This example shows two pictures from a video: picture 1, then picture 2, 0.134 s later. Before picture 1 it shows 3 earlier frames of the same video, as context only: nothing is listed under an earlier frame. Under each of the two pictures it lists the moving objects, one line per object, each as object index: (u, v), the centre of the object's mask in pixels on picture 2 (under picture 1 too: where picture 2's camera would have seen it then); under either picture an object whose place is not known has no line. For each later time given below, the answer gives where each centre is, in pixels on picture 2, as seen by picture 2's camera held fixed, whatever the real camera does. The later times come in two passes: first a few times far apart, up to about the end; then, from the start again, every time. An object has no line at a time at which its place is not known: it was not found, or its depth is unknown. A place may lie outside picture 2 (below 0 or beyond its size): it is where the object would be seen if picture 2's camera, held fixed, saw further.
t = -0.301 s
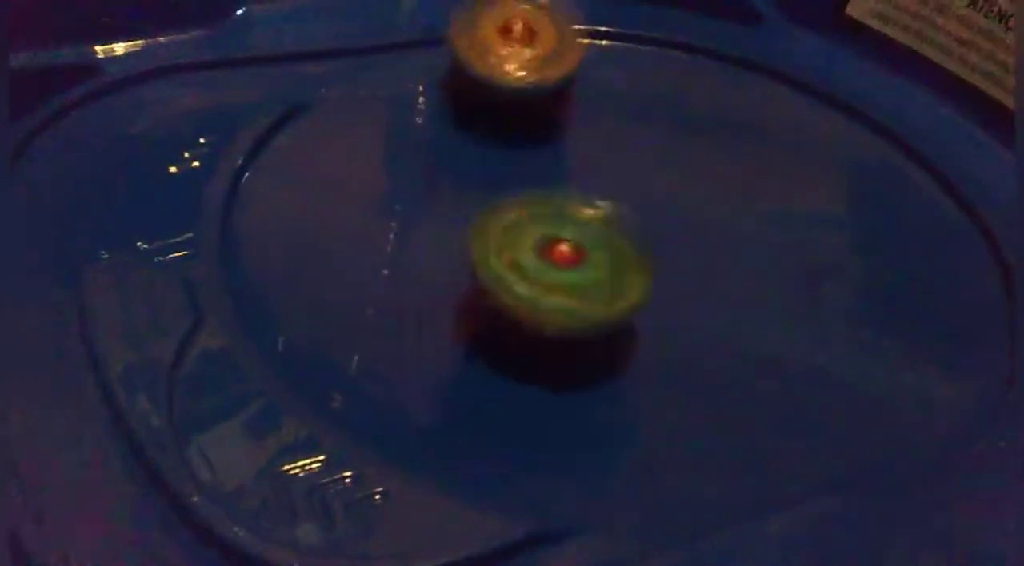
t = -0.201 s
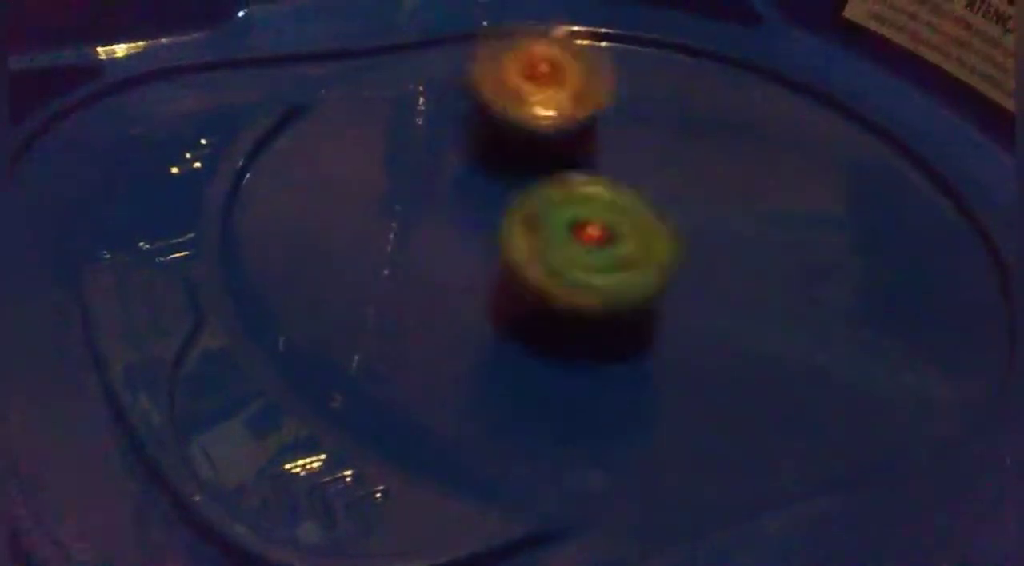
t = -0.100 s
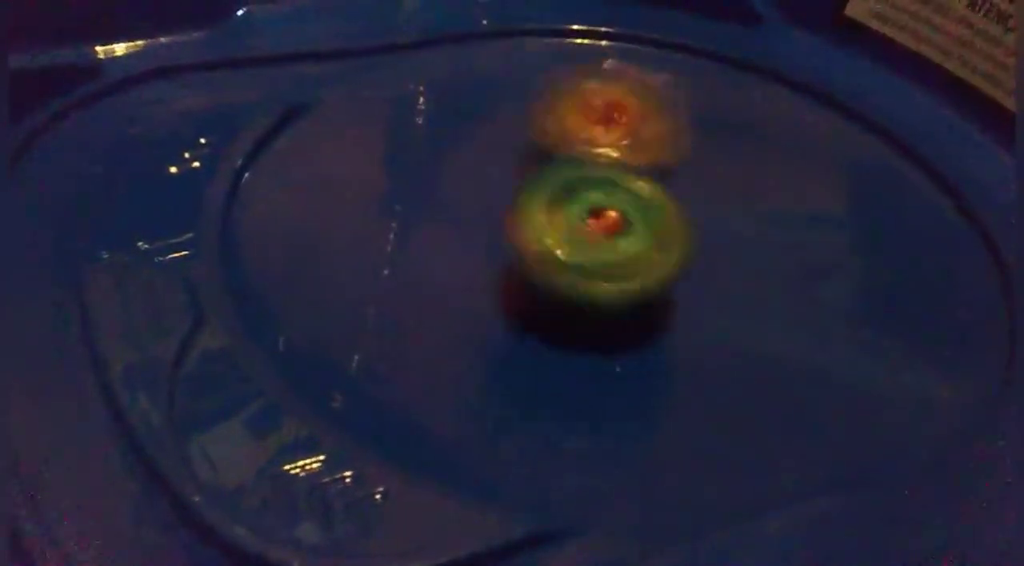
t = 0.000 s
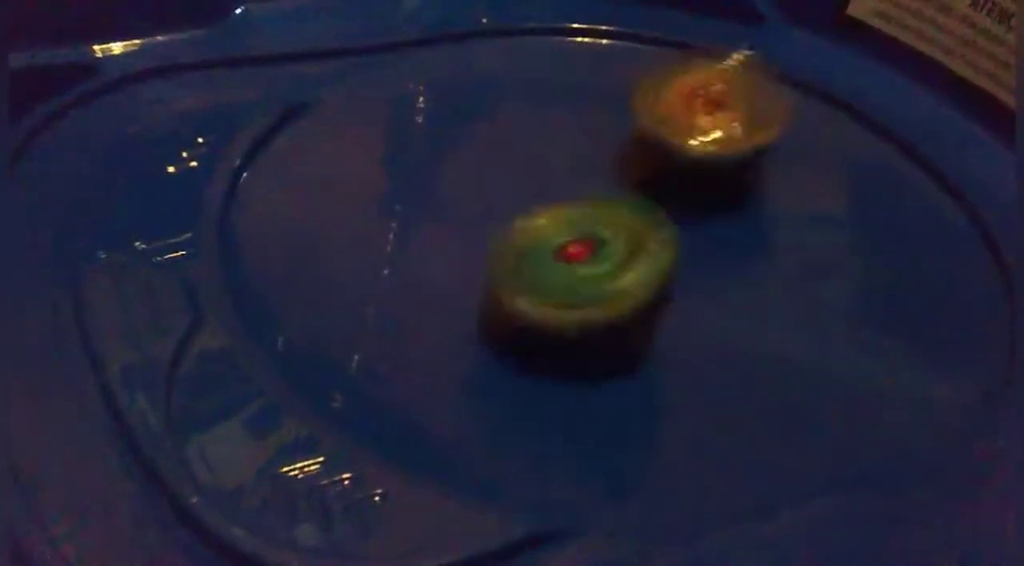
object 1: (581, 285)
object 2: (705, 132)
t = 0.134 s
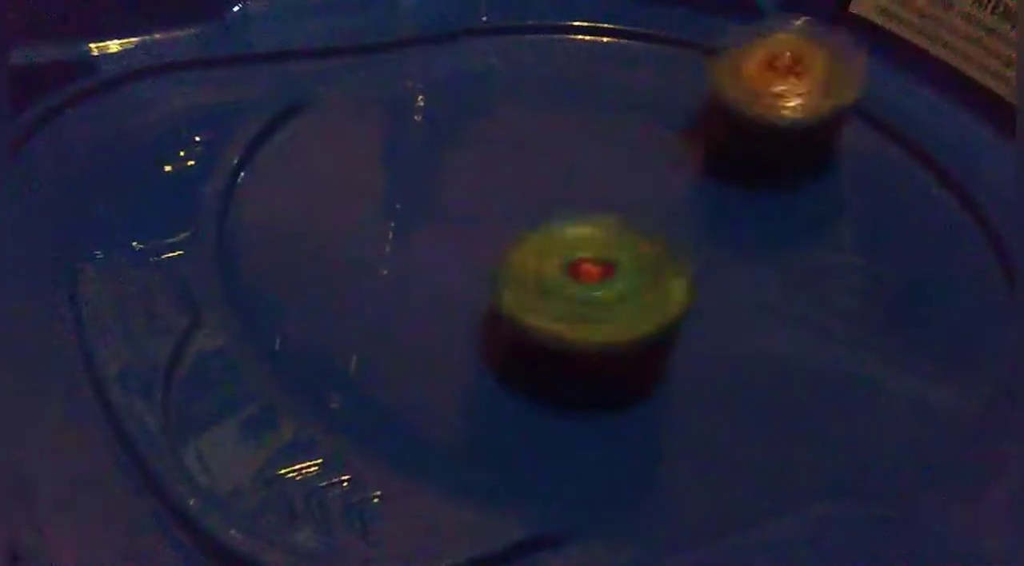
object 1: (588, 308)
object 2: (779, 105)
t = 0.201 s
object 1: (582, 321)
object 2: (784, 95)
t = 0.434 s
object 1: (575, 310)
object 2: (710, 149)
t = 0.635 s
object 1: (527, 274)
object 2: (765, 243)
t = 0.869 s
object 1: (544, 241)
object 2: (876, 270)
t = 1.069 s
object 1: (574, 231)
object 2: (768, 253)
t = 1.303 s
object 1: (509, 188)
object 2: (773, 346)
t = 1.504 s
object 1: (534, 189)
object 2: (646, 349)
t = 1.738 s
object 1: (524, 158)
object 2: (563, 273)
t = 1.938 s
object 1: (512, 150)
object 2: (554, 258)
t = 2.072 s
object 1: (528, 145)
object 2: (577, 261)
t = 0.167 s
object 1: (588, 315)
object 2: (784, 100)
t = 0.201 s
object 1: (582, 321)
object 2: (784, 95)
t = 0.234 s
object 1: (582, 323)
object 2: (779, 92)
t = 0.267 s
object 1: (578, 325)
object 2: (773, 94)
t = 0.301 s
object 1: (577, 324)
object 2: (760, 99)
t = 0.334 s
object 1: (576, 324)
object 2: (749, 104)
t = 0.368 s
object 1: (574, 321)
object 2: (738, 114)
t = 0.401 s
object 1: (574, 322)
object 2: (721, 131)
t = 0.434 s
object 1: (575, 310)
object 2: (710, 149)
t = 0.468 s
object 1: (576, 305)
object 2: (697, 168)
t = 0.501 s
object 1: (575, 293)
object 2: (693, 182)
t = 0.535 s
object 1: (564, 282)
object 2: (700, 198)
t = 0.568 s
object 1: (533, 281)
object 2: (721, 220)
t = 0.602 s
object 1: (526, 272)
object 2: (740, 231)
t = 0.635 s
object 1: (527, 274)
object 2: (765, 243)
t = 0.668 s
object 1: (525, 265)
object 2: (792, 249)
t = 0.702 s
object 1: (528, 261)
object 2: (814, 261)
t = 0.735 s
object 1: (528, 261)
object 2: (838, 267)
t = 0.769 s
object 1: (531, 250)
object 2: (857, 268)
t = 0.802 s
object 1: (531, 248)
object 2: (871, 271)
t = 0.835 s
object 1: (536, 247)
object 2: (876, 271)
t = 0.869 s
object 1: (544, 241)
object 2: (876, 270)
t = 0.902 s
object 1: (552, 236)
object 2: (870, 268)
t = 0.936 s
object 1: (561, 237)
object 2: (864, 265)
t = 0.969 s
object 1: (567, 234)
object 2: (843, 263)
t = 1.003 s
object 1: (573, 235)
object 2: (820, 263)
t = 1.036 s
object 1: (573, 235)
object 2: (792, 259)
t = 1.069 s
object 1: (574, 231)
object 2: (768, 253)
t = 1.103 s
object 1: (559, 215)
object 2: (770, 266)
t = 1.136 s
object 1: (537, 201)
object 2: (784, 287)
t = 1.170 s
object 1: (523, 186)
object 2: (789, 302)
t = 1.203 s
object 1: (518, 192)
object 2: (789, 314)
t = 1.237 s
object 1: (510, 190)
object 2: (789, 326)
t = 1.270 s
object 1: (508, 188)
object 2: (782, 341)
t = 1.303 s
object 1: (509, 188)
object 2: (773, 346)
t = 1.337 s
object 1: (514, 187)
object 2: (754, 357)
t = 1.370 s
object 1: (518, 189)
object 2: (734, 361)
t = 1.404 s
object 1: (523, 188)
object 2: (712, 362)
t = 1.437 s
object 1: (524, 188)
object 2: (690, 361)
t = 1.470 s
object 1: (528, 189)
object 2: (667, 355)
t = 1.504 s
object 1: (534, 189)
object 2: (646, 349)
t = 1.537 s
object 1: (539, 188)
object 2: (628, 340)
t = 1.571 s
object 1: (538, 187)
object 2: (612, 329)
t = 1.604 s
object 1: (542, 177)
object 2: (597, 315)
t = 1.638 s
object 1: (536, 180)
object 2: (587, 304)
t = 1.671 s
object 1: (535, 174)
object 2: (578, 293)
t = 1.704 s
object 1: (527, 164)
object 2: (570, 281)
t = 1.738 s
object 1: (524, 158)
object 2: (563, 273)
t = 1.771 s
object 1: (520, 154)
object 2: (554, 276)
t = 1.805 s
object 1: (520, 154)
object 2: (552, 273)
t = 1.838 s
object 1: (518, 155)
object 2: (553, 270)
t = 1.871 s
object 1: (518, 150)
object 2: (551, 263)
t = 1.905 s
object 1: (515, 153)
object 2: (554, 262)
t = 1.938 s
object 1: (512, 150)
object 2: (554, 258)
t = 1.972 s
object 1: (510, 149)
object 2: (555, 254)
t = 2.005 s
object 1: (513, 151)
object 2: (564, 257)
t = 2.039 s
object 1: (517, 149)
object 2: (568, 259)
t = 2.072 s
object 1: (528, 145)
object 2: (577, 261)
